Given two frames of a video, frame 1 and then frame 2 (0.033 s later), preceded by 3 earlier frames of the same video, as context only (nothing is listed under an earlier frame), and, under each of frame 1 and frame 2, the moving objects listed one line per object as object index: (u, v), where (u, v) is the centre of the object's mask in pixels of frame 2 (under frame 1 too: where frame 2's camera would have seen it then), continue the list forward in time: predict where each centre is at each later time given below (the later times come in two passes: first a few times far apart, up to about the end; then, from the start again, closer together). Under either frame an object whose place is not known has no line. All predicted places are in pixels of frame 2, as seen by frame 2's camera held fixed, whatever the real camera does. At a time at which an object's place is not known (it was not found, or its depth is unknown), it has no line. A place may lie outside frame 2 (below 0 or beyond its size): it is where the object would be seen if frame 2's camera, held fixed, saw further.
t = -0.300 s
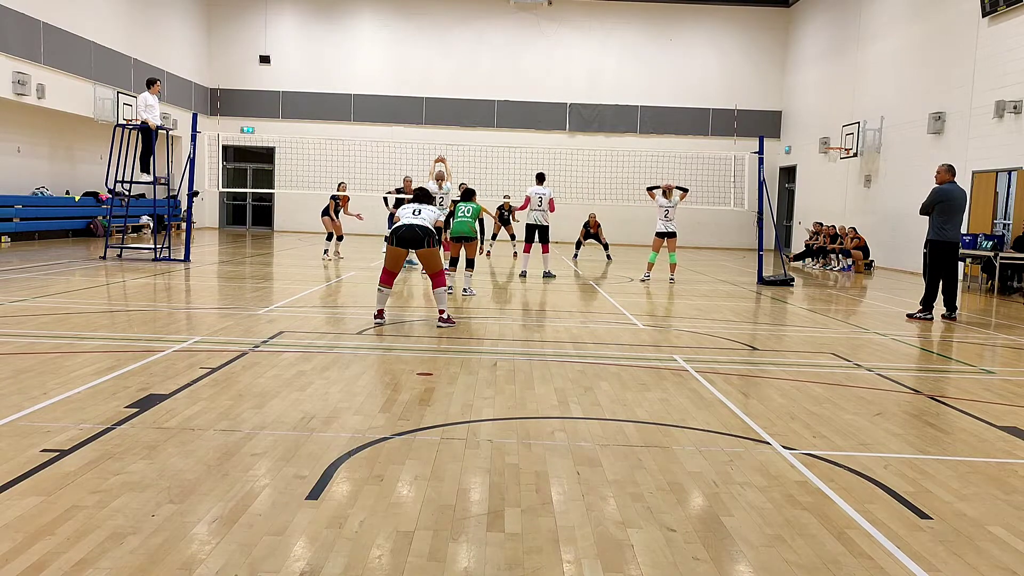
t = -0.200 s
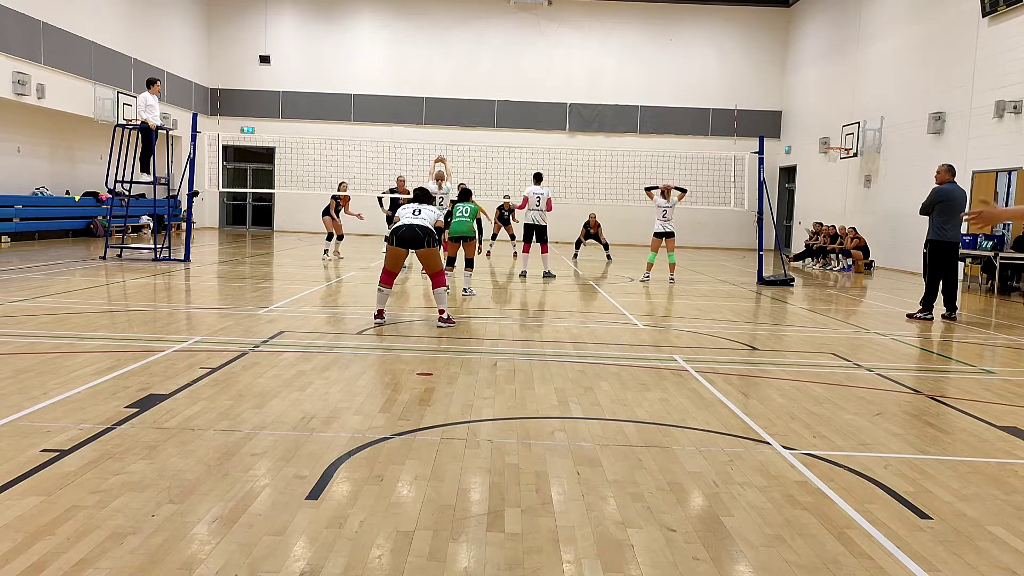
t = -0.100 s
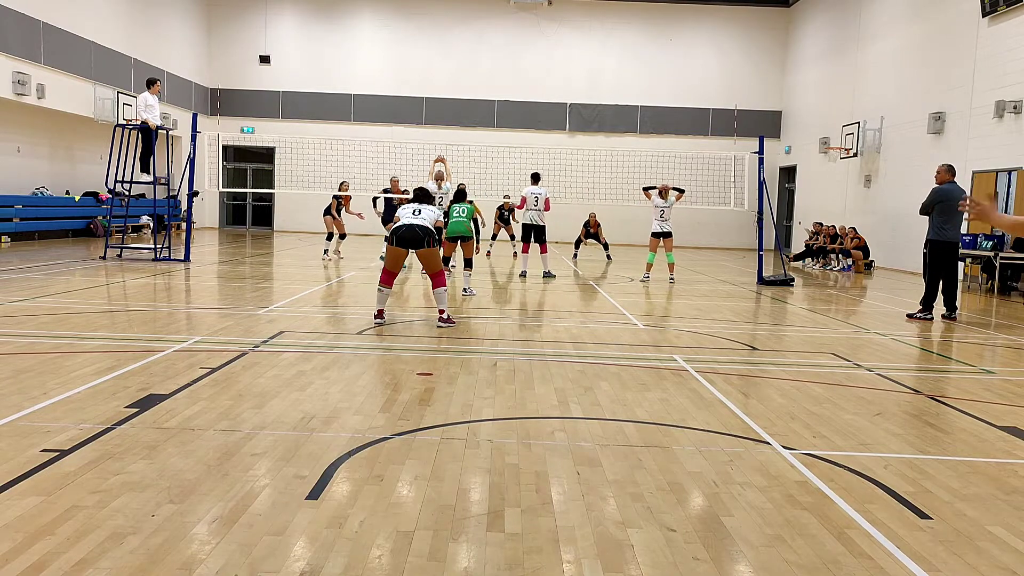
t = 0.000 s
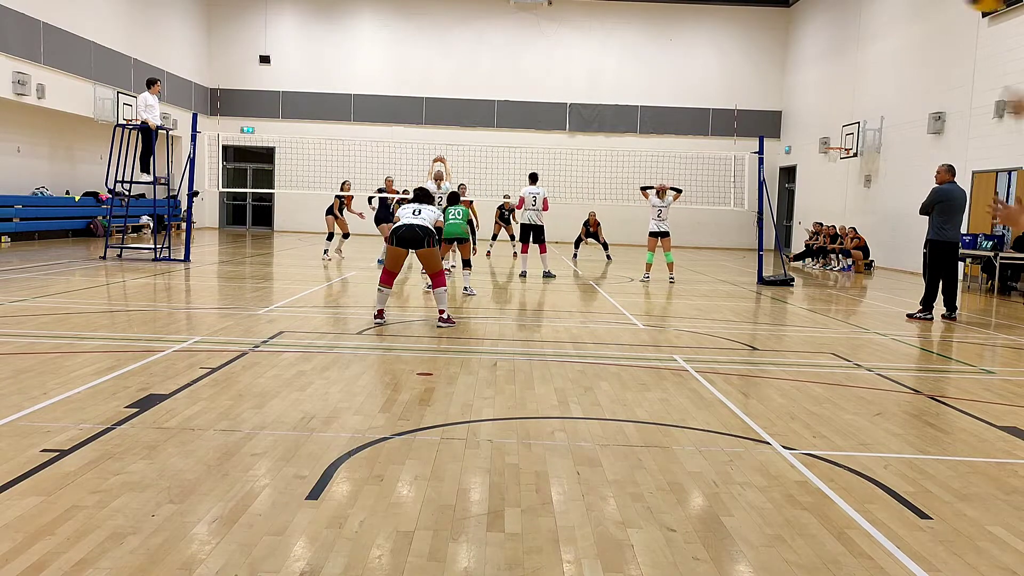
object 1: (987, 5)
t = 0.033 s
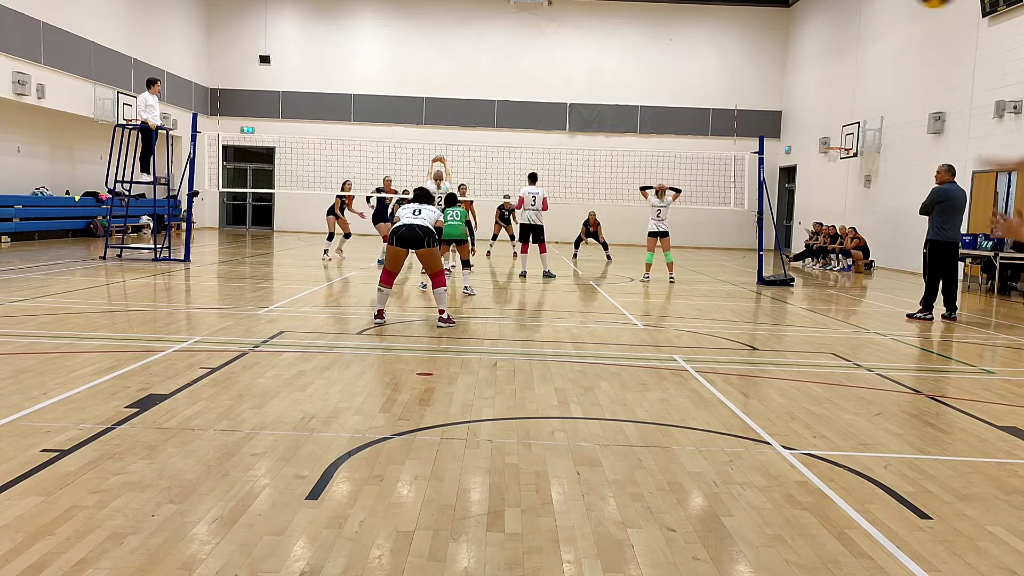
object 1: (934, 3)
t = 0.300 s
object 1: (732, 17)
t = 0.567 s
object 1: (659, 83)
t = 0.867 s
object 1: (612, 166)
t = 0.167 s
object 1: (803, 4)
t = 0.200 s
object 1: (783, 5)
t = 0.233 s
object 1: (763, 7)
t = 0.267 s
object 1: (747, 10)
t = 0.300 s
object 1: (732, 17)
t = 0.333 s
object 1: (719, 24)
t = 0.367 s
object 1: (707, 31)
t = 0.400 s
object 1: (697, 39)
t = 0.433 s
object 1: (688, 48)
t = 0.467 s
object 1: (680, 56)
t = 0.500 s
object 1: (673, 65)
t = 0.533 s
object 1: (666, 74)
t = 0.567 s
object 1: (659, 83)
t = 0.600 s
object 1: (652, 92)
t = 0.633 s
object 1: (646, 100)
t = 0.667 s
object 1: (640, 109)
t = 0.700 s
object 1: (635, 118)
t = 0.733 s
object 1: (630, 128)
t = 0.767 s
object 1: (625, 137)
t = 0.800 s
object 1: (620, 145)
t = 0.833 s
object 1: (616, 157)
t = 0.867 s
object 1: (612, 166)
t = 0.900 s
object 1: (609, 175)
